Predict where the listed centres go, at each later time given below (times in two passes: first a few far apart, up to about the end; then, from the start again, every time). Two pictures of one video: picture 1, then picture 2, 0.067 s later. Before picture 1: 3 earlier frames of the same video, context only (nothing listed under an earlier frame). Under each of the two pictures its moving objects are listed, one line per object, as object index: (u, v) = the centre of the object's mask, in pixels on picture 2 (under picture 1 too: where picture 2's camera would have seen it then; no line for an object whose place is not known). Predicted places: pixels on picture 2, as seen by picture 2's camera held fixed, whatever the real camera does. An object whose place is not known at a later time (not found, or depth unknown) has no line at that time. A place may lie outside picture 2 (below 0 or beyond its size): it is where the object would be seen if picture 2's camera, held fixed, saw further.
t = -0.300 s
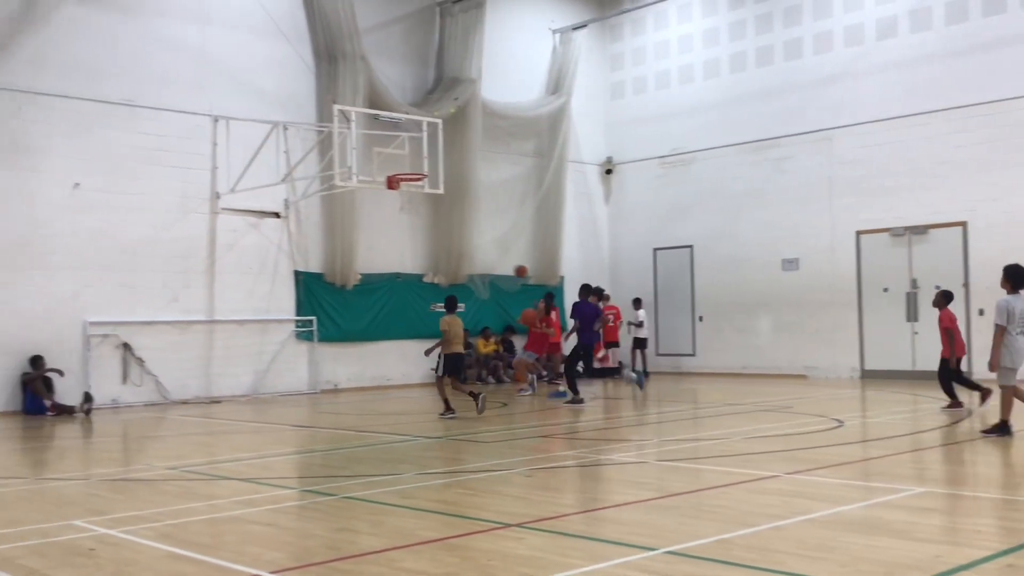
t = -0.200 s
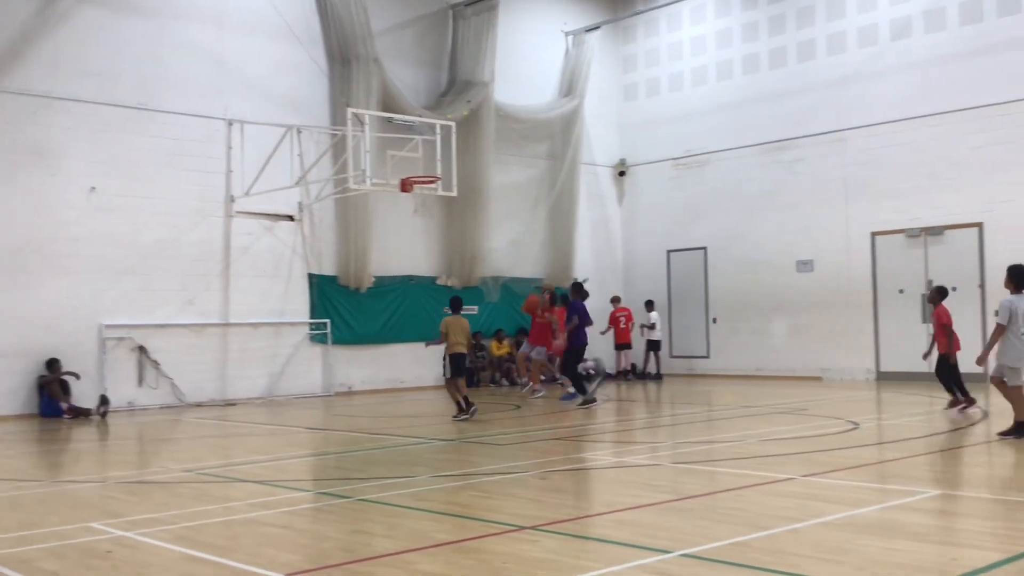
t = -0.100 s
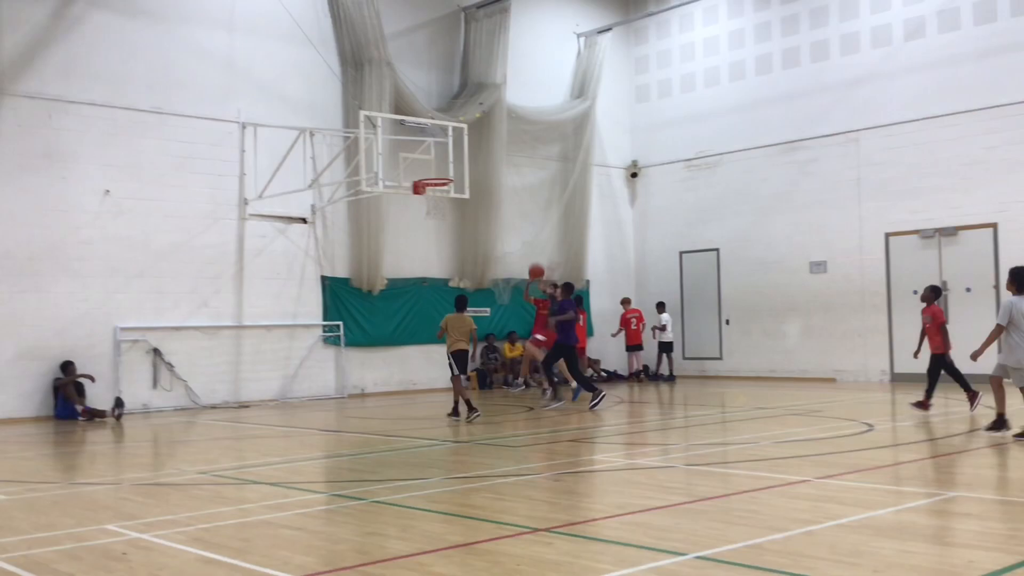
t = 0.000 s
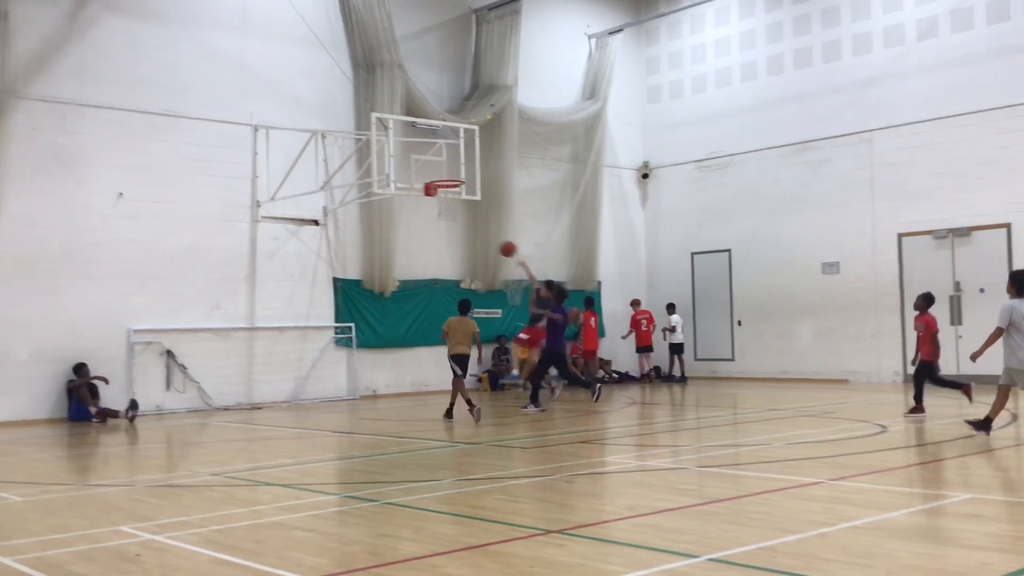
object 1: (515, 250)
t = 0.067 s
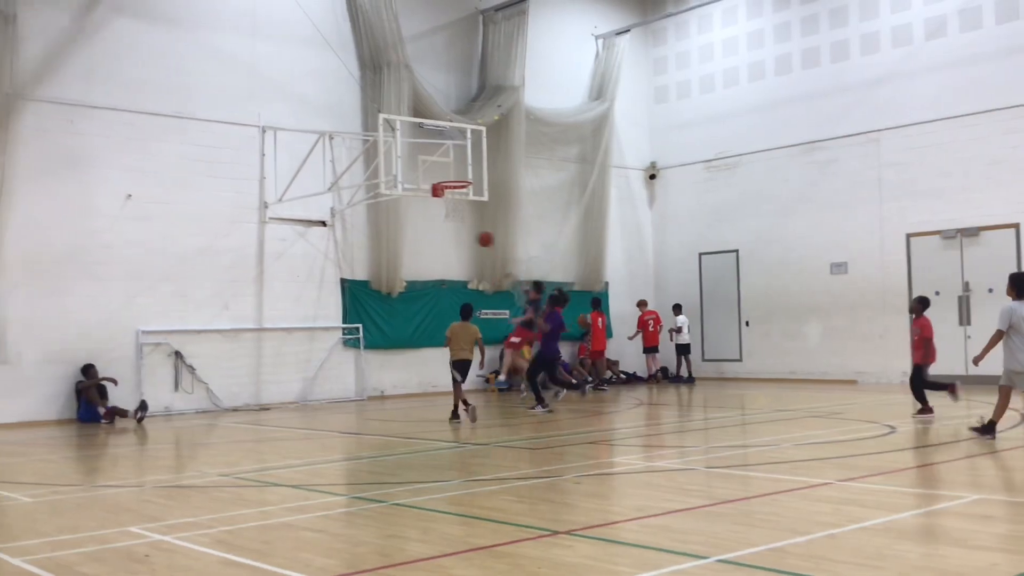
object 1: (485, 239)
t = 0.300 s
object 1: (388, 223)
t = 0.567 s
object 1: (282, 245)
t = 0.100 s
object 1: (470, 234)
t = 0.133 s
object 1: (456, 231)
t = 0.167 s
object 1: (442, 228)
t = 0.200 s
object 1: (428, 226)
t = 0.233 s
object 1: (415, 224)
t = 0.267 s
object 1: (401, 223)
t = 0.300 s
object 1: (388, 223)
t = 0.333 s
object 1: (374, 224)
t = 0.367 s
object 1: (360, 225)
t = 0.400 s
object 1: (347, 226)
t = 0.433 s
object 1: (334, 229)
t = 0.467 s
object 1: (321, 232)
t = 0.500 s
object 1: (308, 236)
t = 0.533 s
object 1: (295, 240)
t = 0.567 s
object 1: (282, 245)
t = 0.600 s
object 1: (269, 251)
